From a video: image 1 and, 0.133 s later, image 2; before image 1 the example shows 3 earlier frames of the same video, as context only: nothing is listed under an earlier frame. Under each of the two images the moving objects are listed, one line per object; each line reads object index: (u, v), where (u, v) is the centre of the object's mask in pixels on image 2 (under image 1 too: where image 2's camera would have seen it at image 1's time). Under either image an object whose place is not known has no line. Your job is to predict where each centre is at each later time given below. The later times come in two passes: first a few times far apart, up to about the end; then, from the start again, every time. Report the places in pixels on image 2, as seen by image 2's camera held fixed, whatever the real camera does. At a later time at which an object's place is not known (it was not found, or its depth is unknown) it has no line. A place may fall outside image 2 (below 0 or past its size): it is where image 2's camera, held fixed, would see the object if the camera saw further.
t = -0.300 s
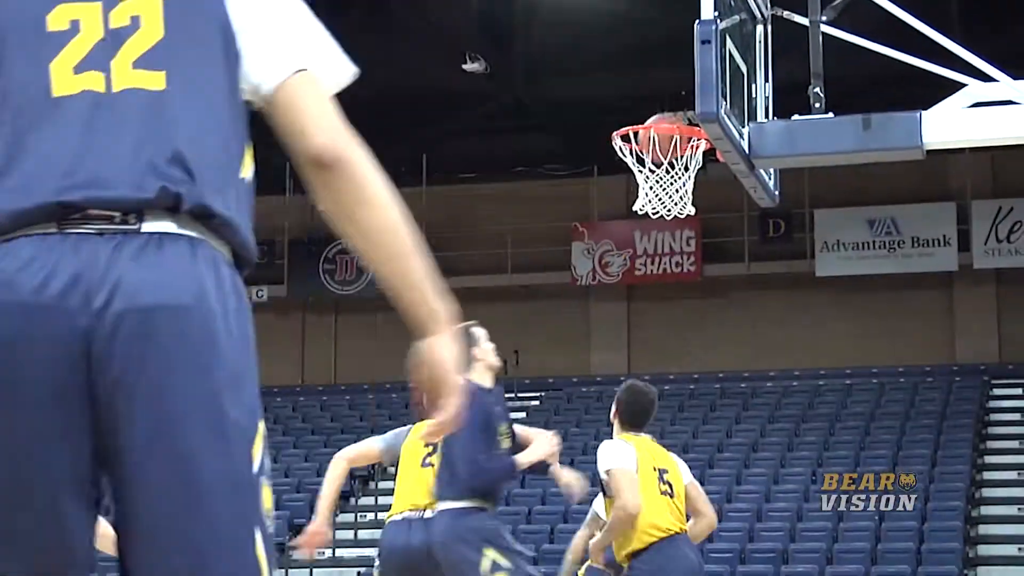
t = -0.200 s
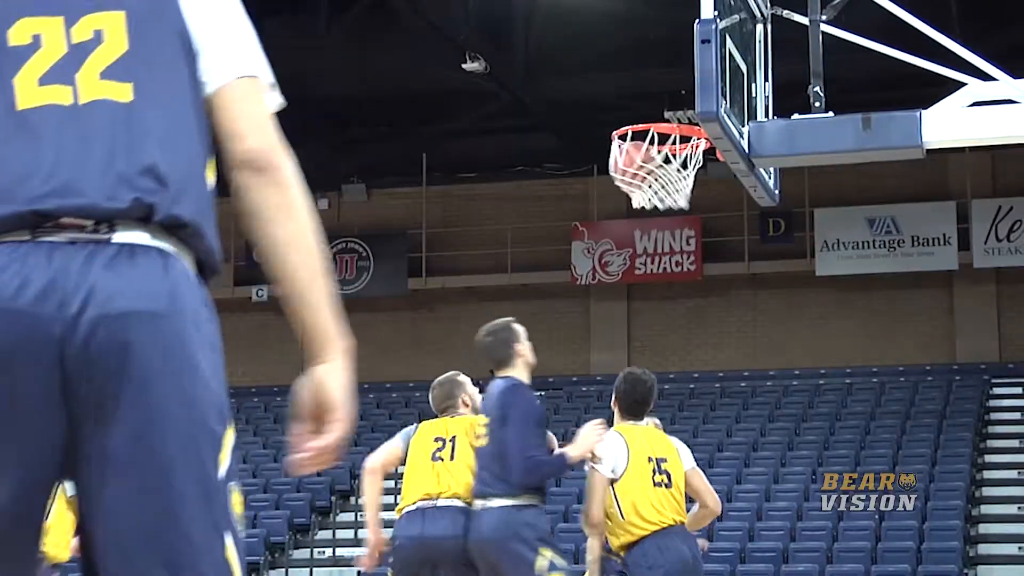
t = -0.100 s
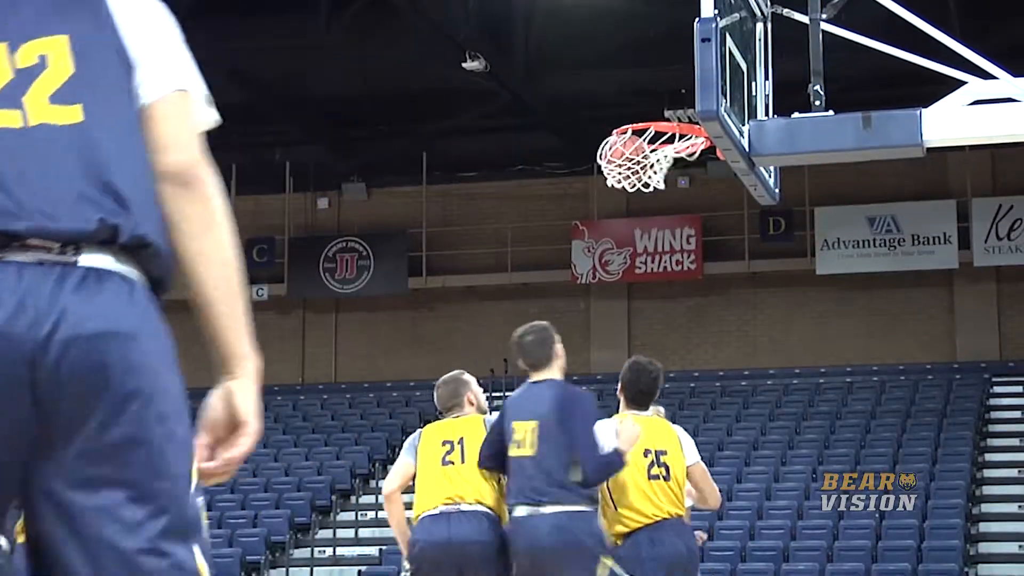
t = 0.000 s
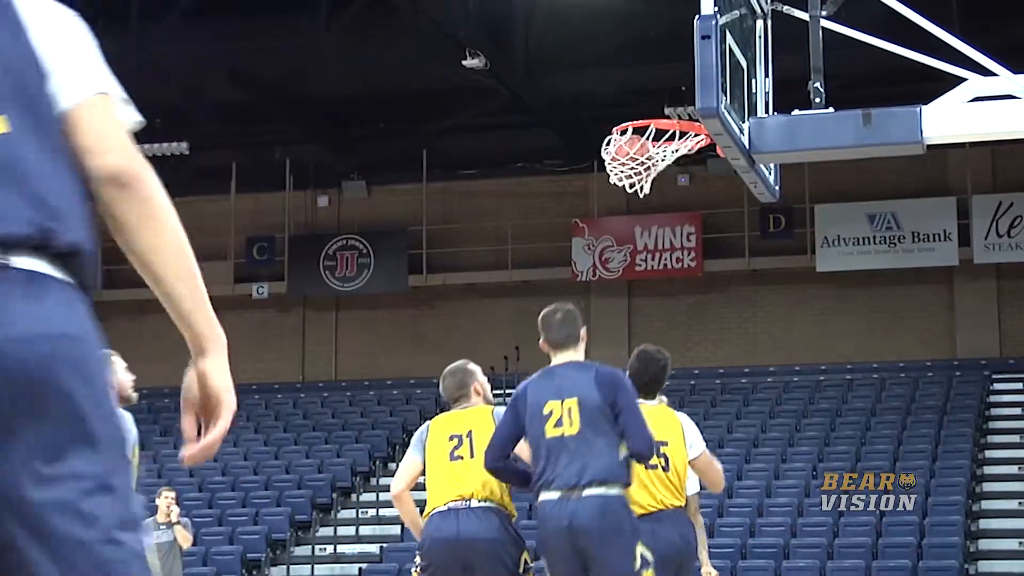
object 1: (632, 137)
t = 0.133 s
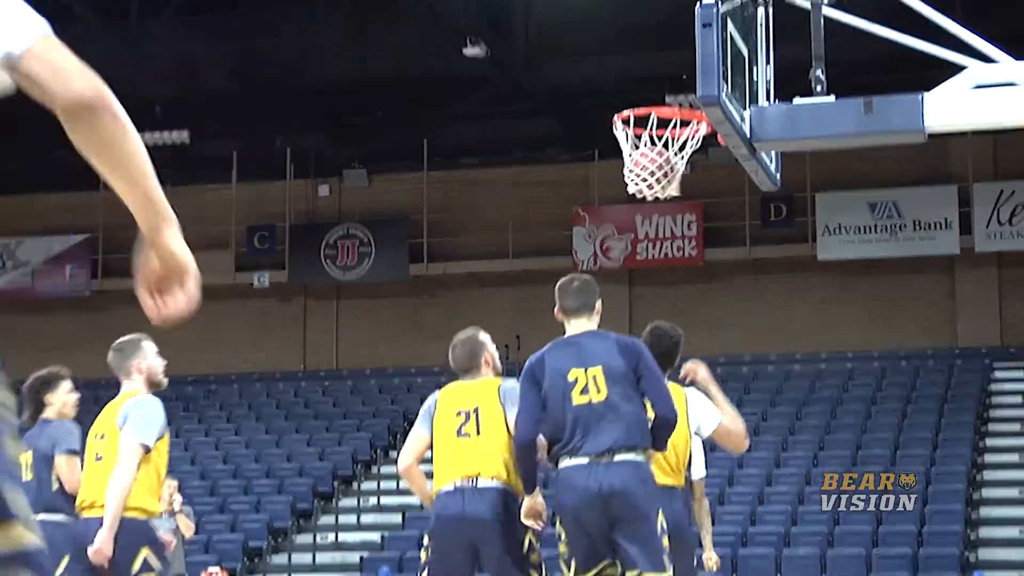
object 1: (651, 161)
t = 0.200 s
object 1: (665, 202)
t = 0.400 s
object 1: (704, 288)
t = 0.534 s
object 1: (735, 395)
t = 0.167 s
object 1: (659, 179)
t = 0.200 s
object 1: (665, 202)
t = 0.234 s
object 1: (673, 206)
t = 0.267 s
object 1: (678, 215)
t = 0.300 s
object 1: (684, 229)
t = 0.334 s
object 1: (691, 247)
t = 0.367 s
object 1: (697, 267)
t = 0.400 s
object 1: (704, 288)
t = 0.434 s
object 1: (710, 312)
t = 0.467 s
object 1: (717, 339)
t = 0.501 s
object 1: (724, 367)
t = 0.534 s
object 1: (735, 395)
